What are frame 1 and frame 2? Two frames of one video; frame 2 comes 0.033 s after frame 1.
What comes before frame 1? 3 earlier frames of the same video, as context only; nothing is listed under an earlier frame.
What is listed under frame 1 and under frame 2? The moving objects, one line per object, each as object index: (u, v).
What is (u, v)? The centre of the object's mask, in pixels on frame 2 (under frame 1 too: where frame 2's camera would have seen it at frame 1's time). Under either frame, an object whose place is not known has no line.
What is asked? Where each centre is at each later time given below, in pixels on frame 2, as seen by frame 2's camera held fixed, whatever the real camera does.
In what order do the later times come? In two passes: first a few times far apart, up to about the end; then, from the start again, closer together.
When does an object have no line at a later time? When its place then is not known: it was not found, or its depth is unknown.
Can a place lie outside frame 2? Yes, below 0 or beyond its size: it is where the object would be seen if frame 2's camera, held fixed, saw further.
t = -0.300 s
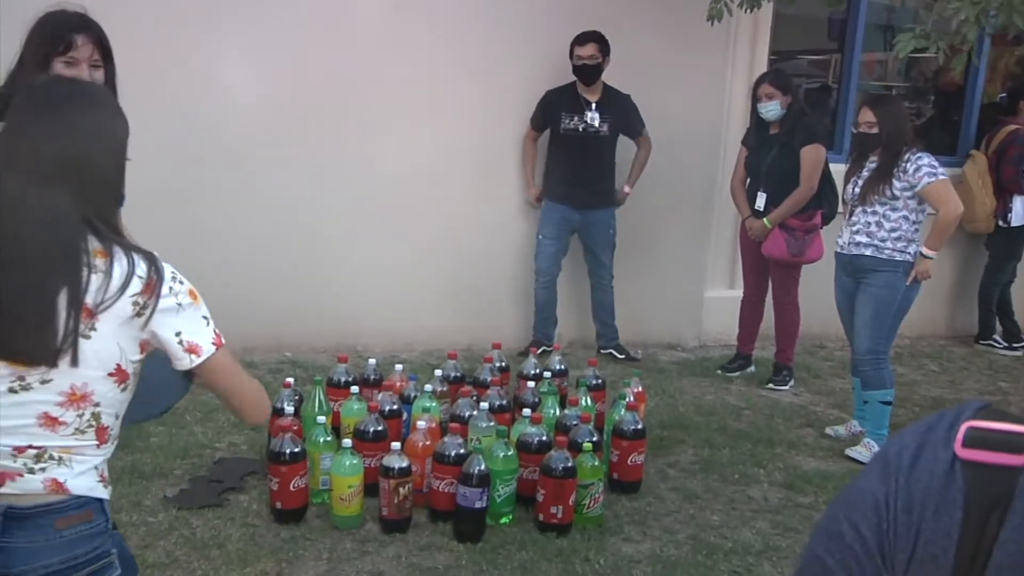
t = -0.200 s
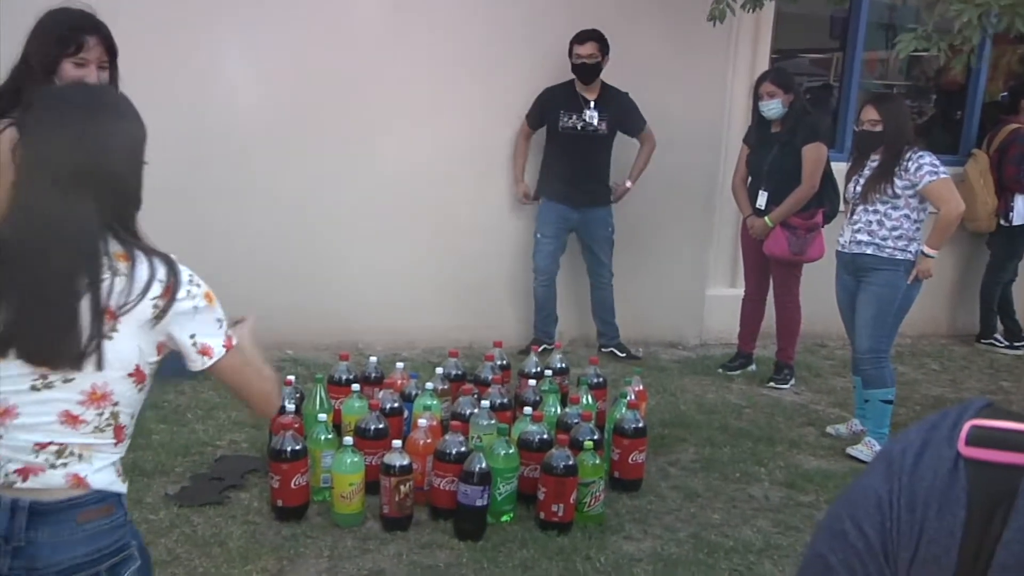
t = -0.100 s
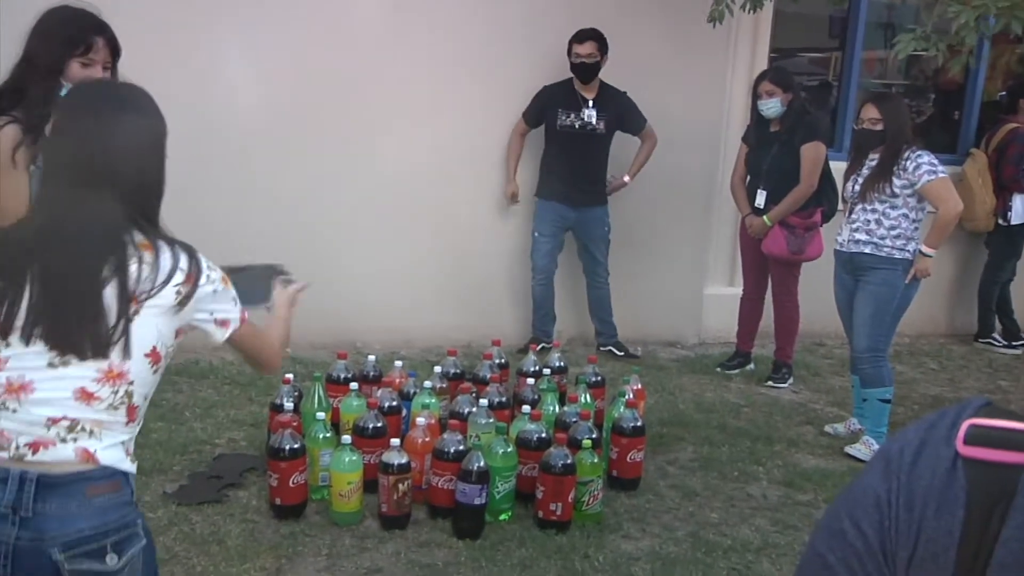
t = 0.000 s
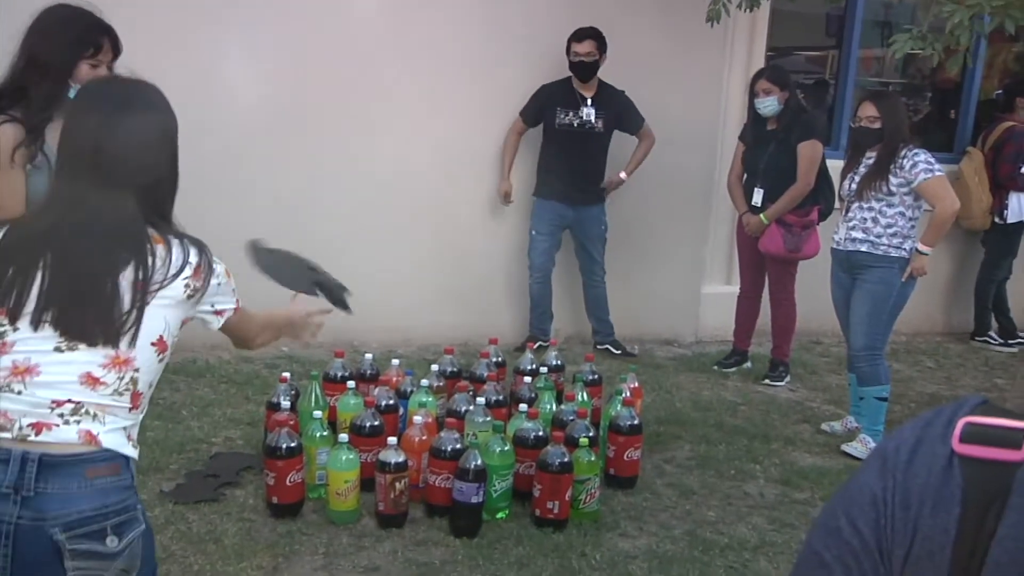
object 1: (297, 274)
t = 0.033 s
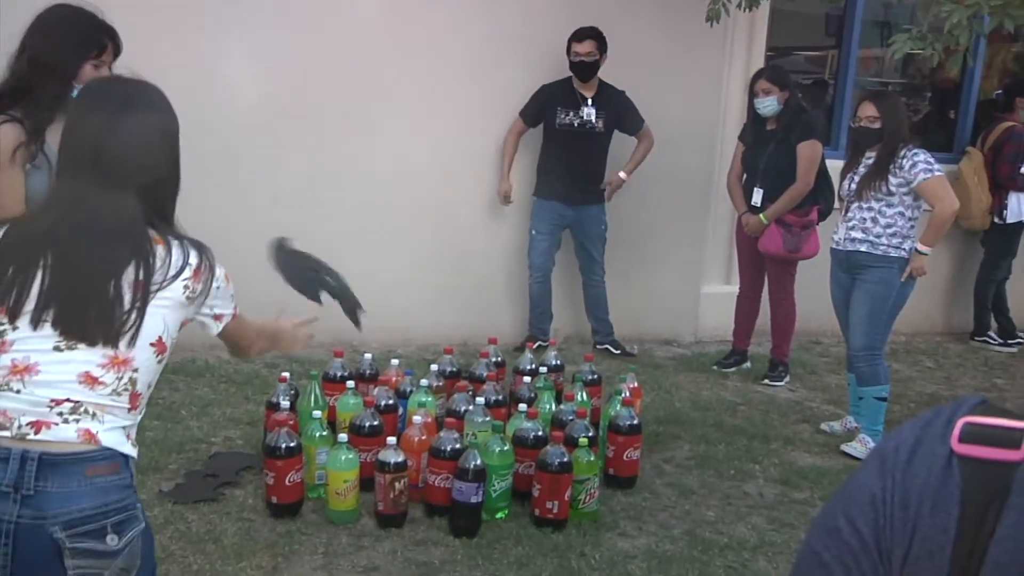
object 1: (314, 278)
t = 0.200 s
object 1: (396, 358)
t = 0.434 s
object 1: (447, 450)
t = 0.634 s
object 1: (443, 461)
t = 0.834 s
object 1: (443, 461)
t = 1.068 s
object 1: (443, 460)
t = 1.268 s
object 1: (443, 460)
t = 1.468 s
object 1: (444, 461)
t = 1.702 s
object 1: (444, 460)
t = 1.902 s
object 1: (444, 460)
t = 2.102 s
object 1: (444, 460)
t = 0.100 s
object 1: (346, 298)
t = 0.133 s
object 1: (362, 314)
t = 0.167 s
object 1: (380, 335)
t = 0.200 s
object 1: (396, 358)
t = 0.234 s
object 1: (411, 385)
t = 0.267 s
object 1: (428, 414)
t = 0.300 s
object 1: (441, 437)
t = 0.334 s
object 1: (445, 451)
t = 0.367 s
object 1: (445, 450)
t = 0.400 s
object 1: (446, 449)
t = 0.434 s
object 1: (447, 450)
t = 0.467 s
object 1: (447, 450)
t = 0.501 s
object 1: (446, 454)
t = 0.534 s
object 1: (445, 457)
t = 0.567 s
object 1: (444, 461)
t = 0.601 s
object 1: (443, 461)
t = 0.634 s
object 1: (443, 461)
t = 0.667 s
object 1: (444, 461)
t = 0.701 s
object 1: (443, 461)
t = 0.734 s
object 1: (443, 461)
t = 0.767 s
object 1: (443, 461)
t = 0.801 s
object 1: (443, 461)
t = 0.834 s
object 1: (443, 461)
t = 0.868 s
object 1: (443, 461)
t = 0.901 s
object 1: (443, 460)
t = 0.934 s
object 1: (443, 460)
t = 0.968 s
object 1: (443, 461)
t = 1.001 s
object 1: (443, 461)
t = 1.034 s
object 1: (443, 460)
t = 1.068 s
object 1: (443, 460)
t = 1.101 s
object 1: (443, 461)
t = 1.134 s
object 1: (443, 461)
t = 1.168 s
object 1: (443, 461)
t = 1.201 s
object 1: (443, 461)
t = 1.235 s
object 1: (443, 461)
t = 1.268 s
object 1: (443, 460)
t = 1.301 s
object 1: (443, 460)
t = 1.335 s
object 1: (444, 460)
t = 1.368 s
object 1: (444, 461)
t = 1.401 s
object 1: (443, 461)
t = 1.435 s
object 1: (443, 461)
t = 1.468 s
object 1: (444, 461)
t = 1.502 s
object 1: (444, 461)
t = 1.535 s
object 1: (444, 461)
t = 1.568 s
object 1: (444, 460)
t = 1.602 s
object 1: (444, 460)
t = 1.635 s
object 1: (444, 460)
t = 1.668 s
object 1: (444, 460)
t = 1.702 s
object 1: (444, 460)
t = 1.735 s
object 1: (444, 460)
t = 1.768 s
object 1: (444, 460)
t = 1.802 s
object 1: (444, 460)
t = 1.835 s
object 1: (444, 460)
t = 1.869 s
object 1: (444, 460)
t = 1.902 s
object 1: (444, 460)
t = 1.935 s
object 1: (444, 460)
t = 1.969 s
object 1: (444, 460)
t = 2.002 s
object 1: (444, 460)
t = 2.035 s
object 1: (444, 460)
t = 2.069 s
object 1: (444, 460)
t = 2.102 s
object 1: (444, 460)
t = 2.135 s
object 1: (444, 460)
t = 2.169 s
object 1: (444, 460)
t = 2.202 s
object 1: (444, 461)
